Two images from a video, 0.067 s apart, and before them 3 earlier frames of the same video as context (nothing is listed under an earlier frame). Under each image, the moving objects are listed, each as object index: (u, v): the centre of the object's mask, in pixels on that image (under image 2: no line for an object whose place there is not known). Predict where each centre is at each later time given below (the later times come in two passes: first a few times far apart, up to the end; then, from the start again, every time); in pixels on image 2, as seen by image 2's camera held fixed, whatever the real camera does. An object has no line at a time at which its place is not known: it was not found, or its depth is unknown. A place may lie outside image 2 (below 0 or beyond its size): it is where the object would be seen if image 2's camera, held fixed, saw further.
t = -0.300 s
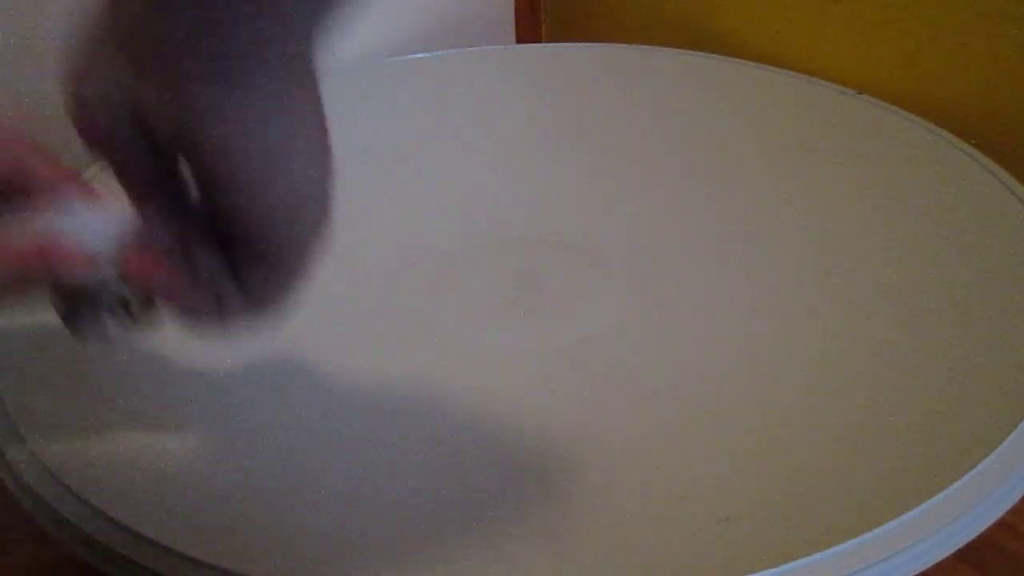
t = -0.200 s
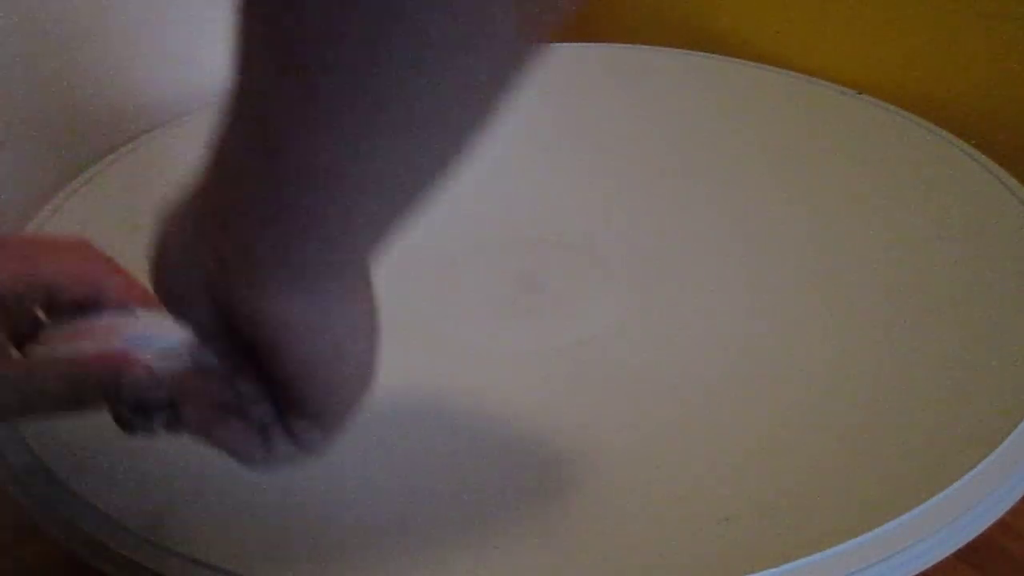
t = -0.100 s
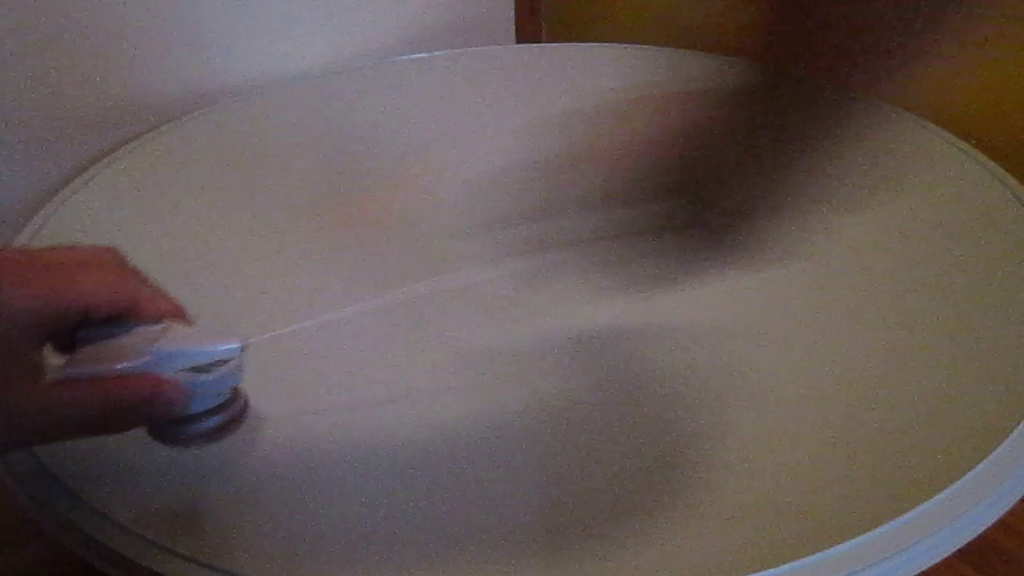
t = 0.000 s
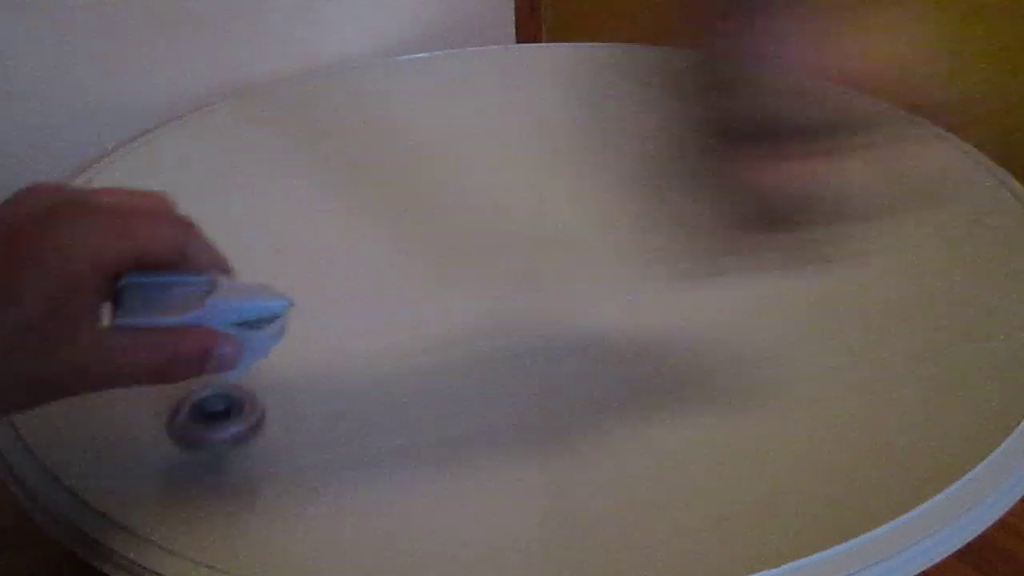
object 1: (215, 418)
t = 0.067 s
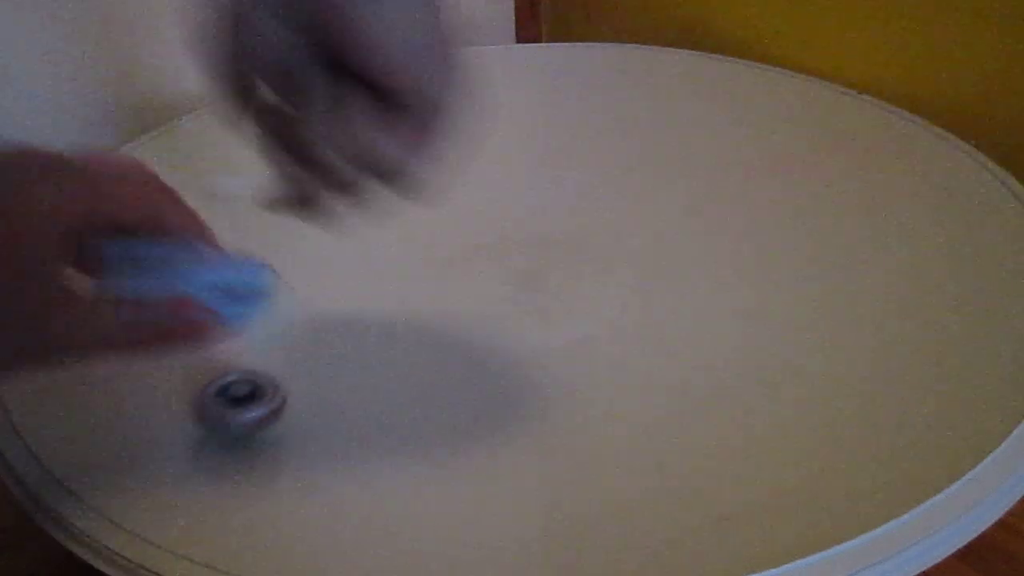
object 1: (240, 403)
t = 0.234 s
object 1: (307, 318)
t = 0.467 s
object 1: (502, 228)
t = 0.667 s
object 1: (684, 229)
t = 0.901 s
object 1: (853, 338)
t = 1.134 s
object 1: (579, 527)
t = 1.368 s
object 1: (196, 382)
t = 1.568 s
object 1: (310, 225)
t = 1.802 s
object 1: (565, 142)
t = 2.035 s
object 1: (844, 156)
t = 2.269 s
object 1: (984, 307)
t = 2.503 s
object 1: (642, 493)
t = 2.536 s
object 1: (560, 491)
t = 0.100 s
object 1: (254, 389)
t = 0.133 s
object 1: (268, 373)
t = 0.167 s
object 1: (280, 355)
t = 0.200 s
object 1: (292, 337)
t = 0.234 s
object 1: (307, 318)
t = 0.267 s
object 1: (327, 299)
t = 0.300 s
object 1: (352, 282)
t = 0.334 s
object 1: (379, 267)
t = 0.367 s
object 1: (409, 254)
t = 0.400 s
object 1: (441, 243)
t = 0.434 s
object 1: (472, 235)
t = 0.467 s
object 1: (502, 228)
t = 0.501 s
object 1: (533, 223)
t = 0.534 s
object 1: (562, 220)
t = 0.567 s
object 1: (591, 219)
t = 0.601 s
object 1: (621, 220)
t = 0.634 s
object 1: (652, 223)
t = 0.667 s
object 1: (684, 229)
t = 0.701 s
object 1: (713, 237)
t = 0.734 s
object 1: (743, 246)
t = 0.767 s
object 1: (773, 259)
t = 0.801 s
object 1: (799, 274)
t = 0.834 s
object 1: (822, 293)
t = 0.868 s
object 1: (843, 314)
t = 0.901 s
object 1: (853, 338)
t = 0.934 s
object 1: (856, 365)
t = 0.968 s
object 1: (845, 397)
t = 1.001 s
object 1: (822, 429)
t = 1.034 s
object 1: (783, 461)
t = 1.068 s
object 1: (726, 491)
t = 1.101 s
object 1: (657, 512)
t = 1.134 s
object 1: (579, 527)
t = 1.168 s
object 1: (493, 529)
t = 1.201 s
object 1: (410, 521)
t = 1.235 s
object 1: (336, 504)
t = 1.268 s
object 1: (277, 478)
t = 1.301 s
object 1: (235, 449)
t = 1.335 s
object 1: (208, 415)
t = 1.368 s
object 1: (196, 382)
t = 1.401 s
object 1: (196, 350)
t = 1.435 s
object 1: (206, 322)
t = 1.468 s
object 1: (224, 295)
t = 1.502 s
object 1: (247, 269)
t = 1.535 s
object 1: (275, 246)
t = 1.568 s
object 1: (310, 225)
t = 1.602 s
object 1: (343, 206)
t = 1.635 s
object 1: (376, 191)
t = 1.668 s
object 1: (413, 176)
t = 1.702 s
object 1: (450, 165)
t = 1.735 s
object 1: (489, 155)
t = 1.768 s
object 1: (528, 147)
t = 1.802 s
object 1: (565, 142)
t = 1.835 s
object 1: (604, 138)
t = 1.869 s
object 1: (644, 136)
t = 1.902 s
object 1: (684, 136)
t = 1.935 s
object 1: (725, 138)
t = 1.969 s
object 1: (765, 141)
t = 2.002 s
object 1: (805, 147)
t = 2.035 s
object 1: (844, 156)
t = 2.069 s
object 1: (879, 167)
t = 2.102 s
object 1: (914, 182)
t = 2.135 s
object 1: (945, 202)
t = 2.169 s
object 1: (969, 221)
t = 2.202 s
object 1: (981, 248)
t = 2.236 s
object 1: (985, 276)
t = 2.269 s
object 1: (984, 307)
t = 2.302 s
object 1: (976, 341)
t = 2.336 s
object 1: (957, 373)
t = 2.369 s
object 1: (918, 406)
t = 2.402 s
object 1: (865, 439)
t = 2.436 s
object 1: (797, 465)
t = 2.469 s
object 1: (719, 483)
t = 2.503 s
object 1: (642, 493)
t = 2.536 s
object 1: (560, 491)
